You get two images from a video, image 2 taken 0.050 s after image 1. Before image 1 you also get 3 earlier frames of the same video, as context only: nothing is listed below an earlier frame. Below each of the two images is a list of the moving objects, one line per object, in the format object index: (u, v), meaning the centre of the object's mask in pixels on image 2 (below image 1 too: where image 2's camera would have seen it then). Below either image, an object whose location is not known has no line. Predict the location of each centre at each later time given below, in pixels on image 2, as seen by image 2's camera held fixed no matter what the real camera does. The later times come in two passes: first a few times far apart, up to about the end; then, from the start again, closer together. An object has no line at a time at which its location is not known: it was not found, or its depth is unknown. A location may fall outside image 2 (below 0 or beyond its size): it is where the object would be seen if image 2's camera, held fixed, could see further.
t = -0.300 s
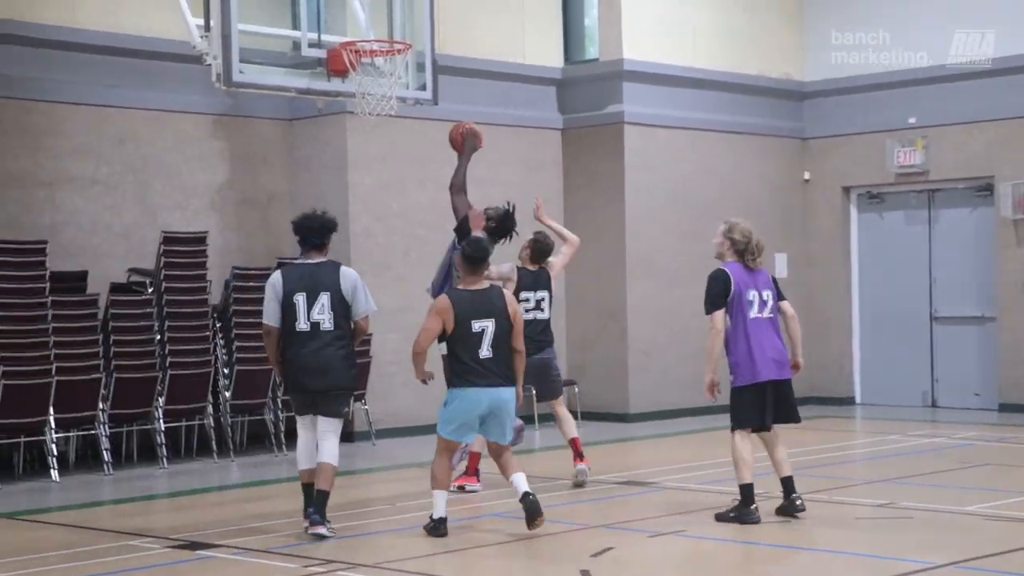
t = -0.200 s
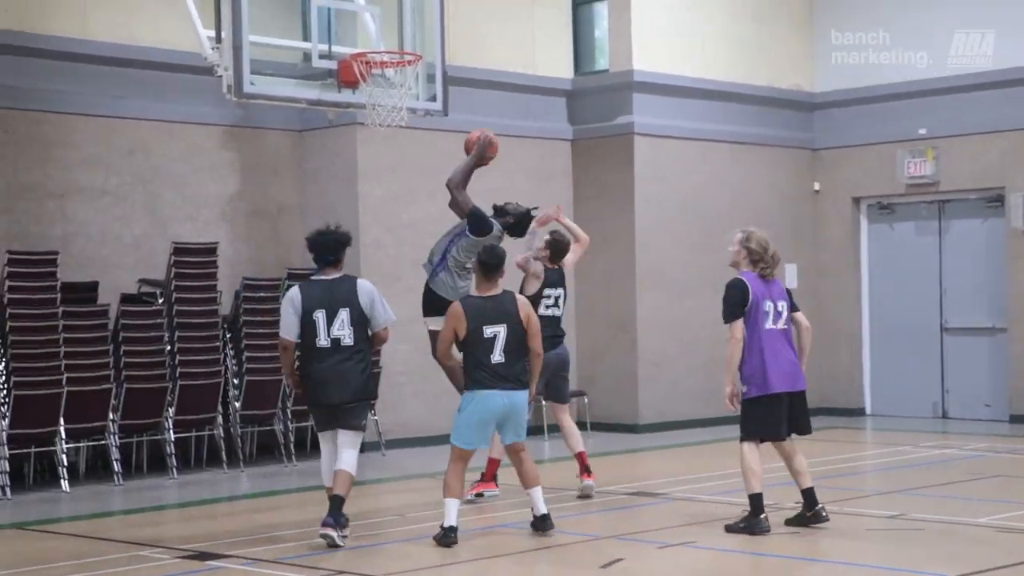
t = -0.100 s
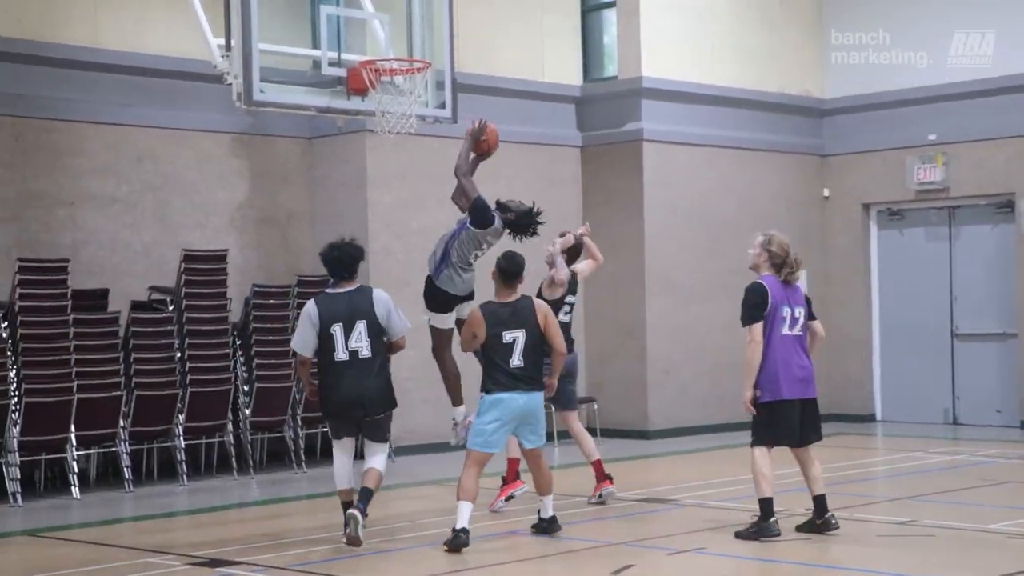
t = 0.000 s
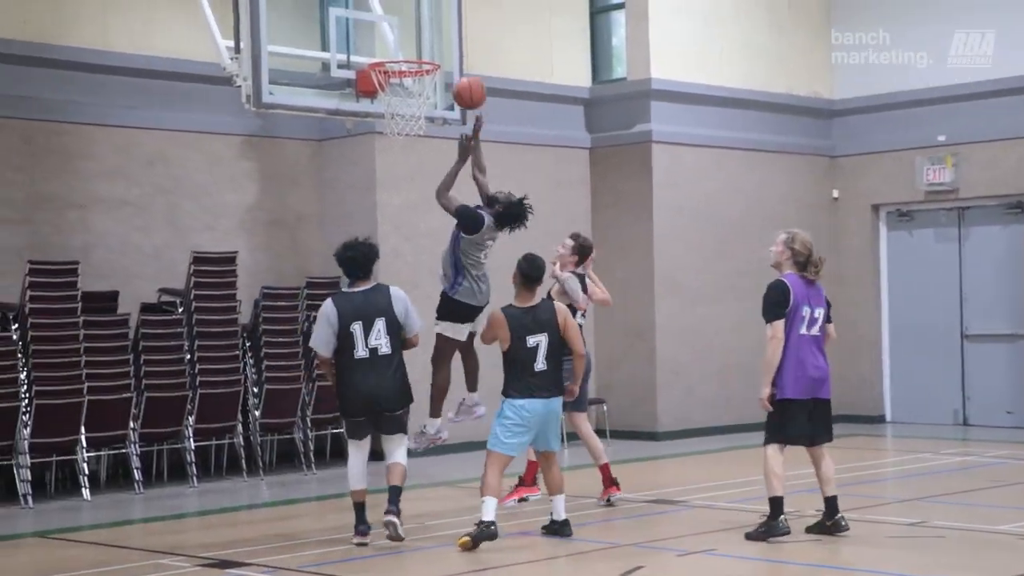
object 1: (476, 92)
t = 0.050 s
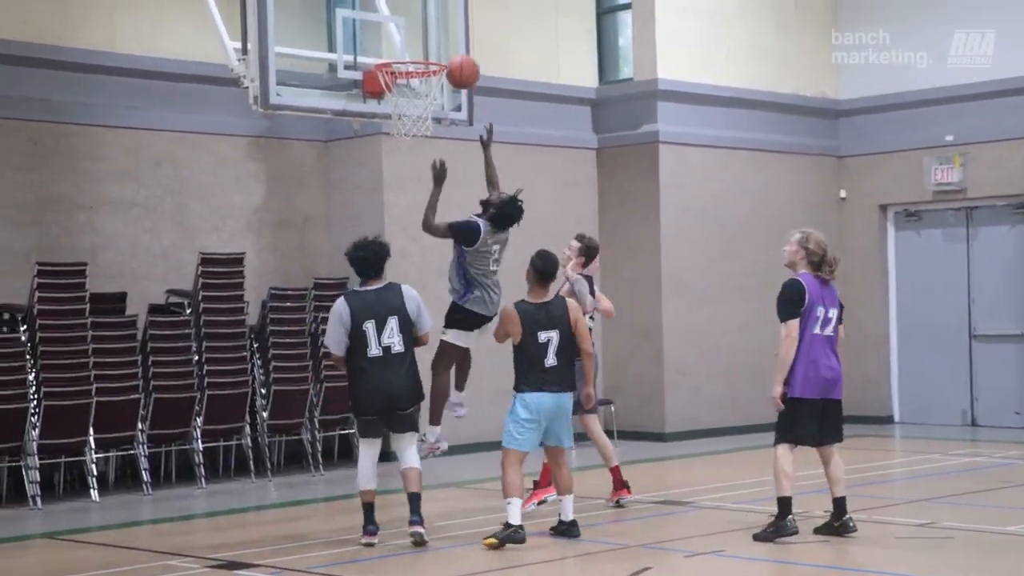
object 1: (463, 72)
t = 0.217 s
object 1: (414, 24)
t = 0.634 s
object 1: (415, 81)
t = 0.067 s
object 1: (459, 66)
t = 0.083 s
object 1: (453, 59)
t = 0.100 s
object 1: (448, 53)
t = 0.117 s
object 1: (443, 48)
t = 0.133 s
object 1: (438, 43)
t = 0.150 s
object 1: (433, 39)
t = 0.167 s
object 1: (428, 35)
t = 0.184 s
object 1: (424, 31)
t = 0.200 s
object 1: (419, 27)
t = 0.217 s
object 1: (414, 24)
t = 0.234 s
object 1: (410, 21)
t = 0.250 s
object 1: (408, 20)
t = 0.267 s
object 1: (407, 19)
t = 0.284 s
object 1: (407, 18)
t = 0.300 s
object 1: (406, 17)
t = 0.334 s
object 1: (405, 18)
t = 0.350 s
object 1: (405, 18)
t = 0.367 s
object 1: (405, 19)
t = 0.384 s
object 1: (404, 21)
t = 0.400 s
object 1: (404, 22)
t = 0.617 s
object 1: (412, 76)
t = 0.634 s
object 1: (415, 81)
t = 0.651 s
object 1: (420, 86)
